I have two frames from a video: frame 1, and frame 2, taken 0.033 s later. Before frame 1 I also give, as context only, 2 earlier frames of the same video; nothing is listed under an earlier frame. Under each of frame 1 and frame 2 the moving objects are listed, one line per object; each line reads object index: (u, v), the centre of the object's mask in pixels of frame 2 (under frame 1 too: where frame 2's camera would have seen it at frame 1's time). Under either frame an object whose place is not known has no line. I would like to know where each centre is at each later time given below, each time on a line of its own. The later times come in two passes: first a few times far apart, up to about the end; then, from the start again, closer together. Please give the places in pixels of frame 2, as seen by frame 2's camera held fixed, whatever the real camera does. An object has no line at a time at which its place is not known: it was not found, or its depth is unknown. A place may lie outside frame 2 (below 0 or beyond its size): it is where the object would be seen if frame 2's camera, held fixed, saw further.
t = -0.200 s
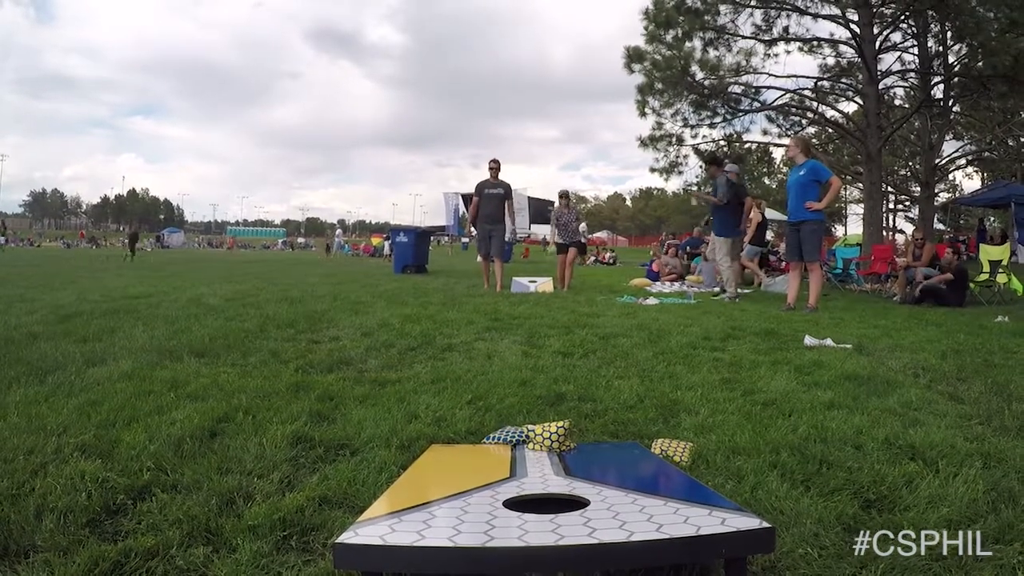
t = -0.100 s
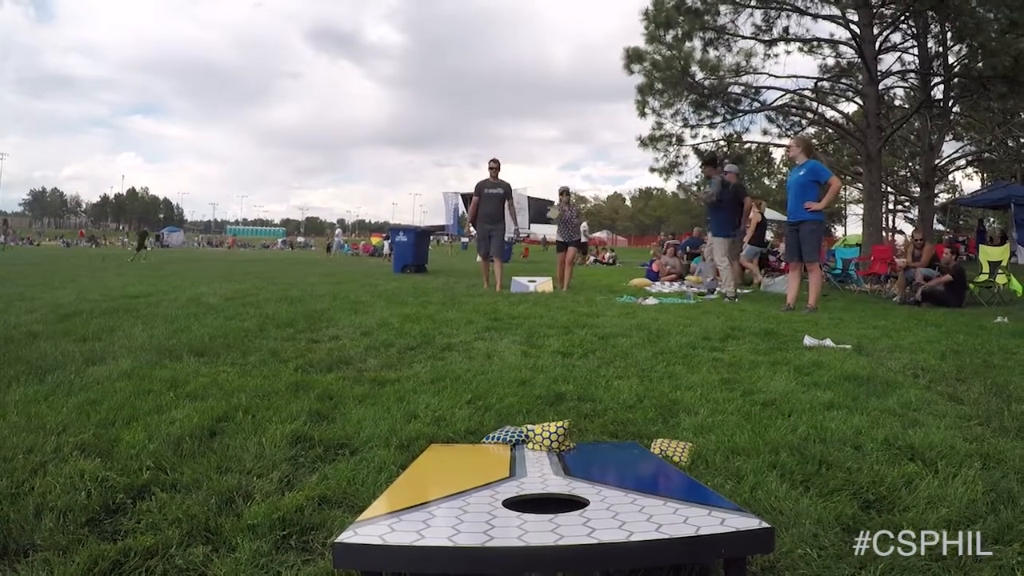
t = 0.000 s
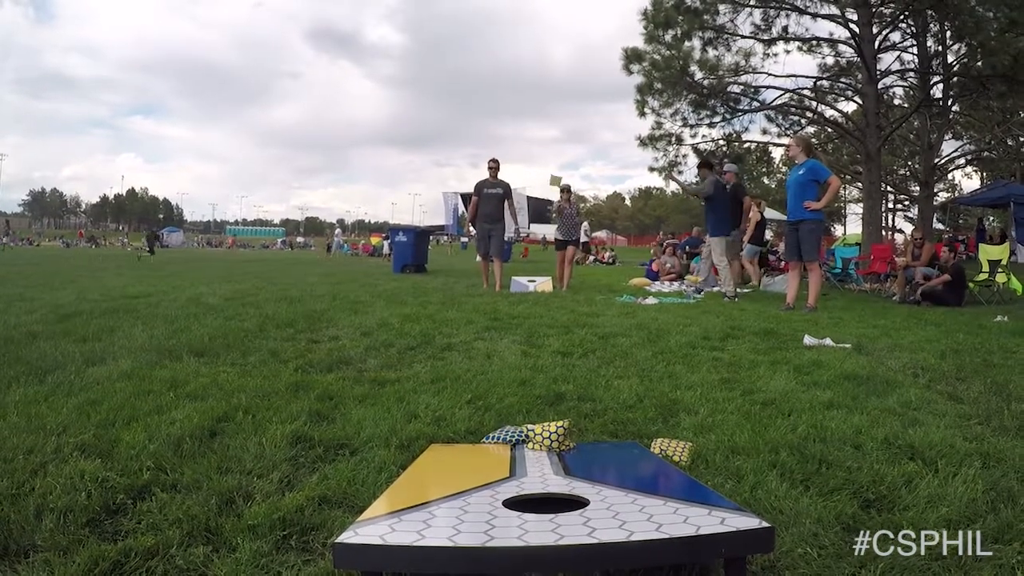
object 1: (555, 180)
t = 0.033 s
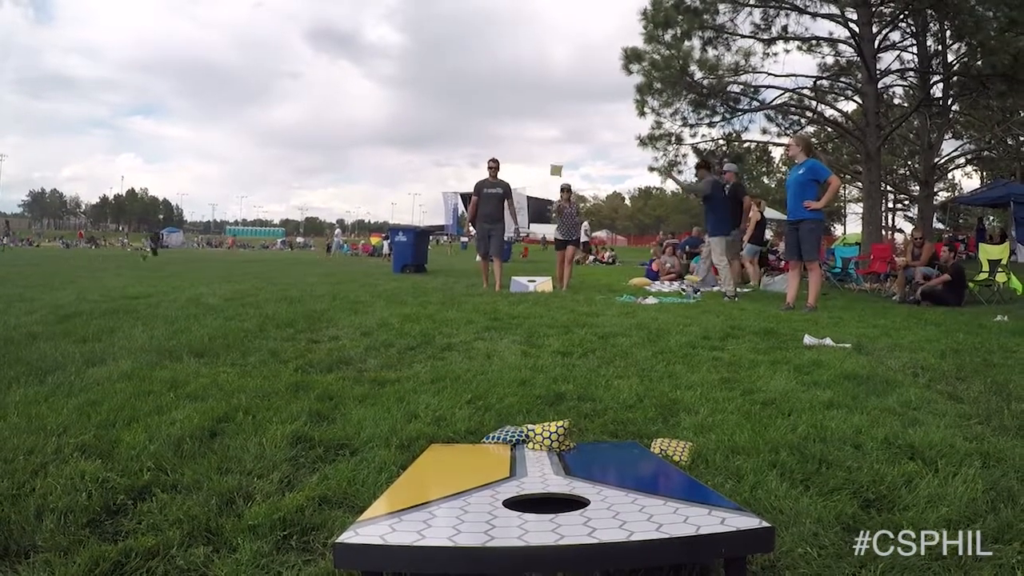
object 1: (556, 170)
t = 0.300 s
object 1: (561, 106)
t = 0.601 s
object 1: (562, 118)
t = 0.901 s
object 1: (546, 471)
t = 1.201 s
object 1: (504, 542)
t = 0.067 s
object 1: (556, 160)
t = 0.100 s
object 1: (557, 151)
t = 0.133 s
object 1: (558, 142)
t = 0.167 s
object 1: (558, 134)
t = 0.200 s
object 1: (559, 125)
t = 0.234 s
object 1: (559, 118)
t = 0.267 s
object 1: (560, 112)
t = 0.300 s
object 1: (561, 106)
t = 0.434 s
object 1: (562, 93)
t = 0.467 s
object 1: (563, 94)
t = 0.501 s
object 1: (562, 96)
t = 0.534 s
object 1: (563, 100)
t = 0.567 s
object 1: (562, 107)
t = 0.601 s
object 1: (562, 118)
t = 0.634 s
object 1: (562, 133)
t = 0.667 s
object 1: (561, 153)
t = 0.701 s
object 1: (560, 181)
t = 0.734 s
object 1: (558, 218)
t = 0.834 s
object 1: (543, 433)
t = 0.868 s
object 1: (546, 469)
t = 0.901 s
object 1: (546, 471)
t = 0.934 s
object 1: (547, 480)
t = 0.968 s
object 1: (545, 494)
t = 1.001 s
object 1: (540, 498)
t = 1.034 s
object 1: (535, 499)
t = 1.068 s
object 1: (529, 501)
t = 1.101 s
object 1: (523, 510)
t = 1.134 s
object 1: (518, 519)
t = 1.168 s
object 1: (511, 530)
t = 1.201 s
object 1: (504, 542)
